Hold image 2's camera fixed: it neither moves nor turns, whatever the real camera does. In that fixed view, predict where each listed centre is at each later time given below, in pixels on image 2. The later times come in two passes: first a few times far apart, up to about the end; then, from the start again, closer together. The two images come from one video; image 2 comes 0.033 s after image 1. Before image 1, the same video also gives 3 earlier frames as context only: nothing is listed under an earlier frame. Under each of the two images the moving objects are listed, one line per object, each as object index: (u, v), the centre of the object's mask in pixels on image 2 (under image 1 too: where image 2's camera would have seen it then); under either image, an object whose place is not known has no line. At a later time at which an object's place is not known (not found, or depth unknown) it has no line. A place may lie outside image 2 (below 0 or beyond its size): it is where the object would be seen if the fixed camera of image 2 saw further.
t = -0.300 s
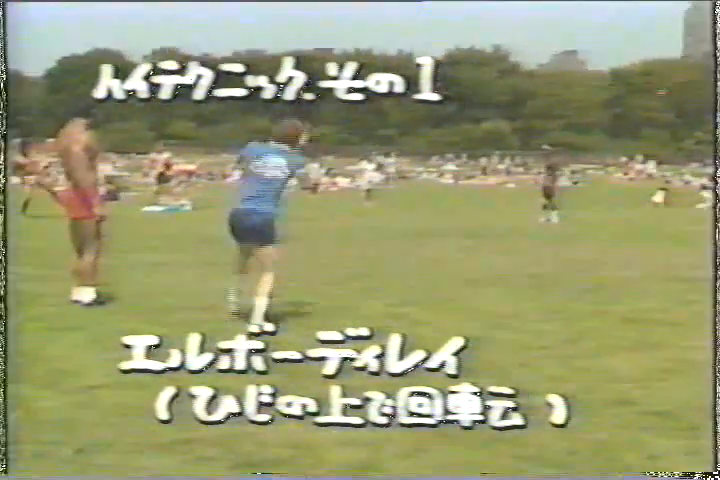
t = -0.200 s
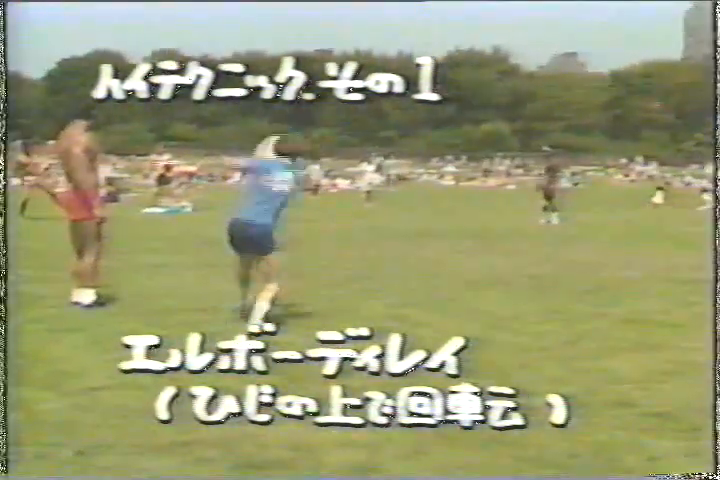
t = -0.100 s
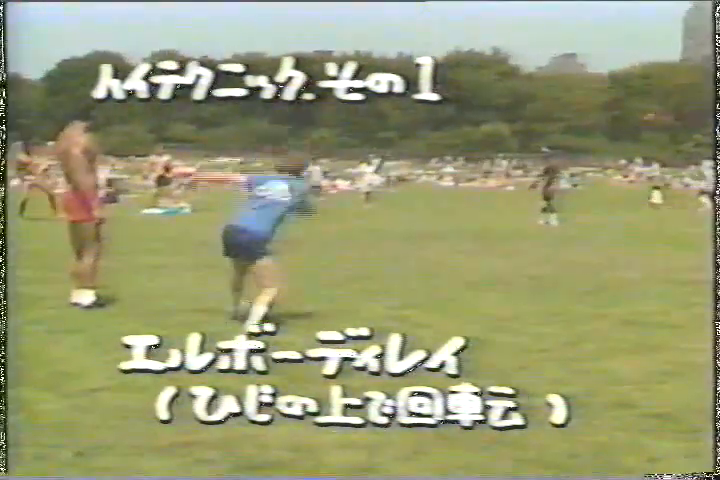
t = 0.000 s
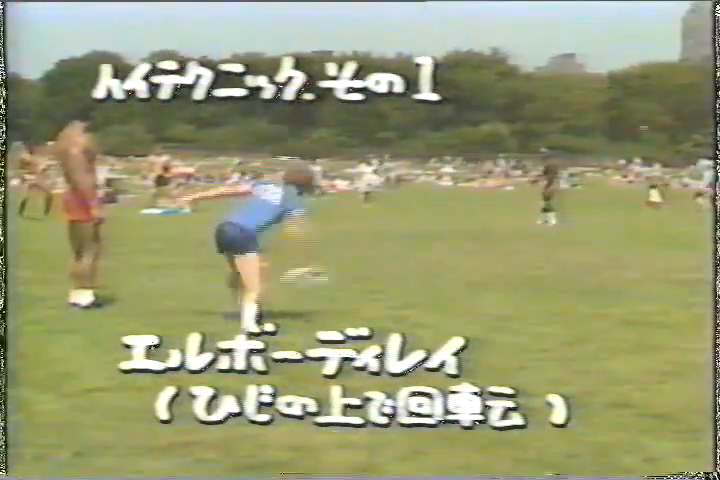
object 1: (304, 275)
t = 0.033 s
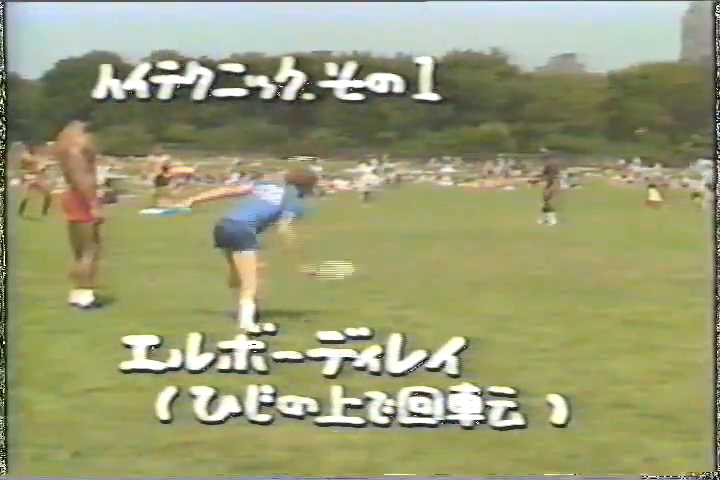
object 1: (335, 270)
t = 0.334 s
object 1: (441, 145)
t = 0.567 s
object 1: (562, 42)
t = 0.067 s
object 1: (345, 257)
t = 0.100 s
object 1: (354, 242)
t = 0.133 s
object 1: (365, 228)
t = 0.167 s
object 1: (376, 214)
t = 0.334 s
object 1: (441, 145)
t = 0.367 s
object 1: (456, 131)
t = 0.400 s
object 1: (470, 117)
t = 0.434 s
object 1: (486, 102)
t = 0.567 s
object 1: (562, 42)
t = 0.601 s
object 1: (580, 29)
